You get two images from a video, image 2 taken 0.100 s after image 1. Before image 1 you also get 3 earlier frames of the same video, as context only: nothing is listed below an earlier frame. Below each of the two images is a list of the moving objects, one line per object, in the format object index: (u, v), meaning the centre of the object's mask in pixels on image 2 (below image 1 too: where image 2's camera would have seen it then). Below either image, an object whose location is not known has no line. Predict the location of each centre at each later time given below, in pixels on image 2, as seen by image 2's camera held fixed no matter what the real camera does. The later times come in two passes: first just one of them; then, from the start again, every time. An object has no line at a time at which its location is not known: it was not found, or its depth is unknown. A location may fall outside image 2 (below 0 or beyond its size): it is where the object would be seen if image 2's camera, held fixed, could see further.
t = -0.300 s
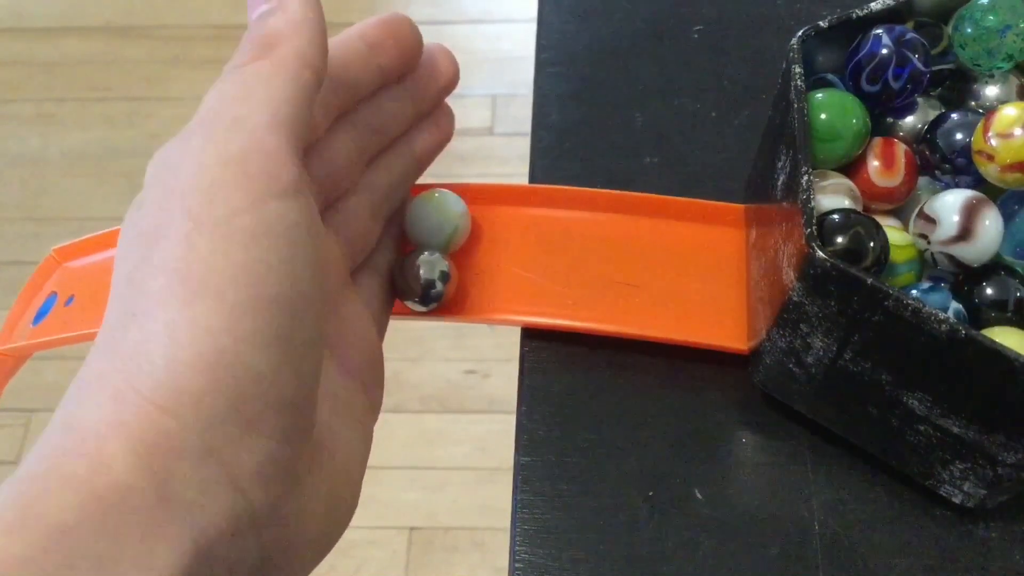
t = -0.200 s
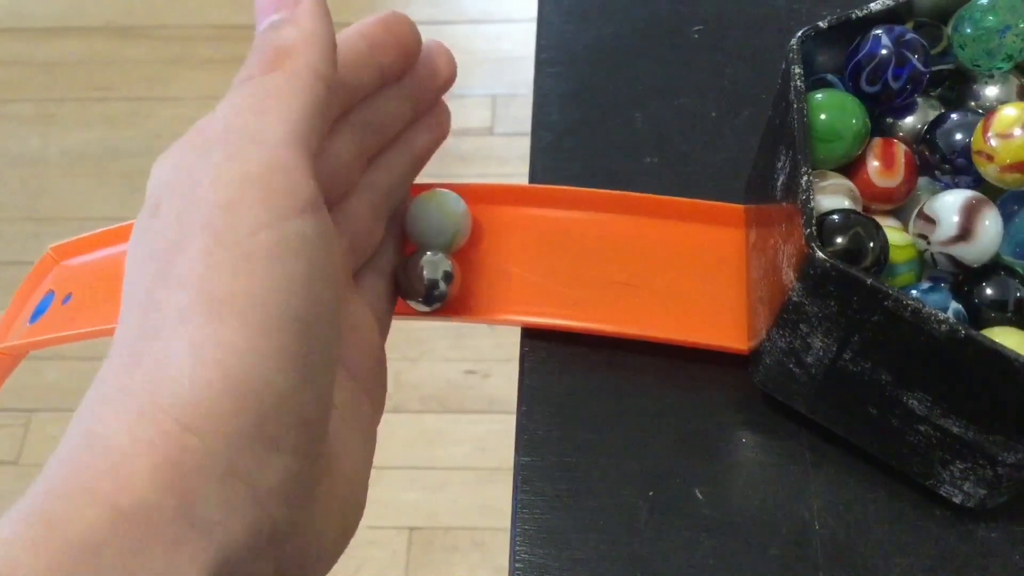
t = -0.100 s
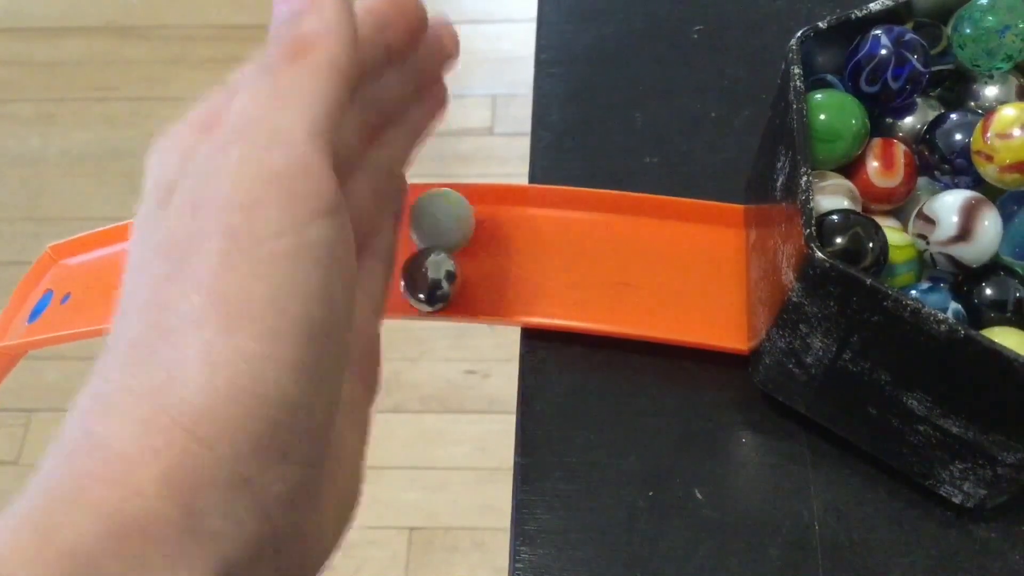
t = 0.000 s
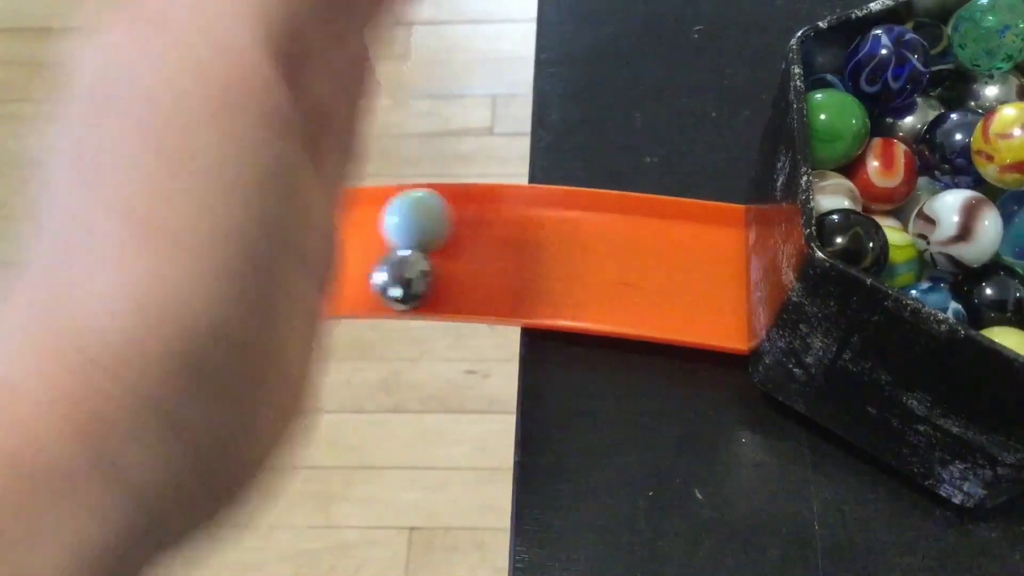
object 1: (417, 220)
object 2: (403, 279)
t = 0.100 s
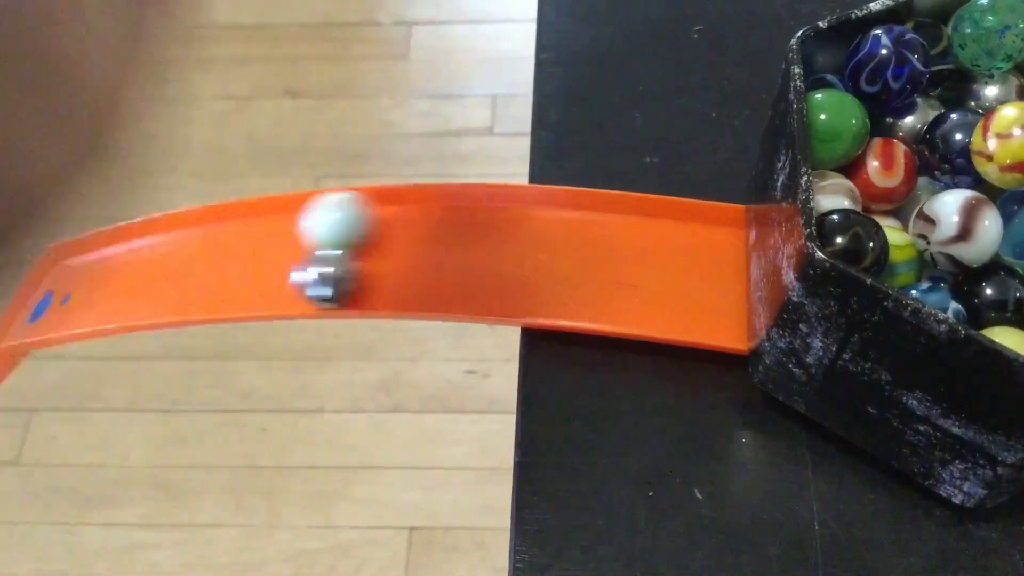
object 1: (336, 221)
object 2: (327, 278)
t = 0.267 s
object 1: (91, 257)
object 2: (92, 299)
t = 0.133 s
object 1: (296, 224)
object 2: (287, 279)
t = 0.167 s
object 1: (251, 229)
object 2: (246, 282)
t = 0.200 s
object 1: (201, 235)
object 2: (198, 285)
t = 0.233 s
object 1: (148, 243)
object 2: (145, 291)
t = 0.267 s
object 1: (91, 257)
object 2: (92, 299)
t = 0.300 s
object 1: (36, 274)
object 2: (39, 312)
